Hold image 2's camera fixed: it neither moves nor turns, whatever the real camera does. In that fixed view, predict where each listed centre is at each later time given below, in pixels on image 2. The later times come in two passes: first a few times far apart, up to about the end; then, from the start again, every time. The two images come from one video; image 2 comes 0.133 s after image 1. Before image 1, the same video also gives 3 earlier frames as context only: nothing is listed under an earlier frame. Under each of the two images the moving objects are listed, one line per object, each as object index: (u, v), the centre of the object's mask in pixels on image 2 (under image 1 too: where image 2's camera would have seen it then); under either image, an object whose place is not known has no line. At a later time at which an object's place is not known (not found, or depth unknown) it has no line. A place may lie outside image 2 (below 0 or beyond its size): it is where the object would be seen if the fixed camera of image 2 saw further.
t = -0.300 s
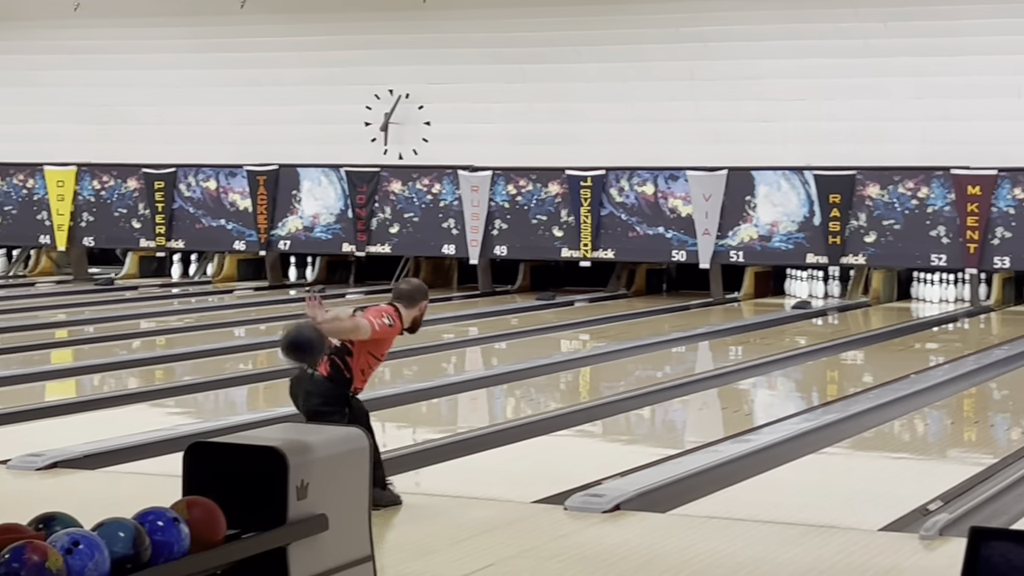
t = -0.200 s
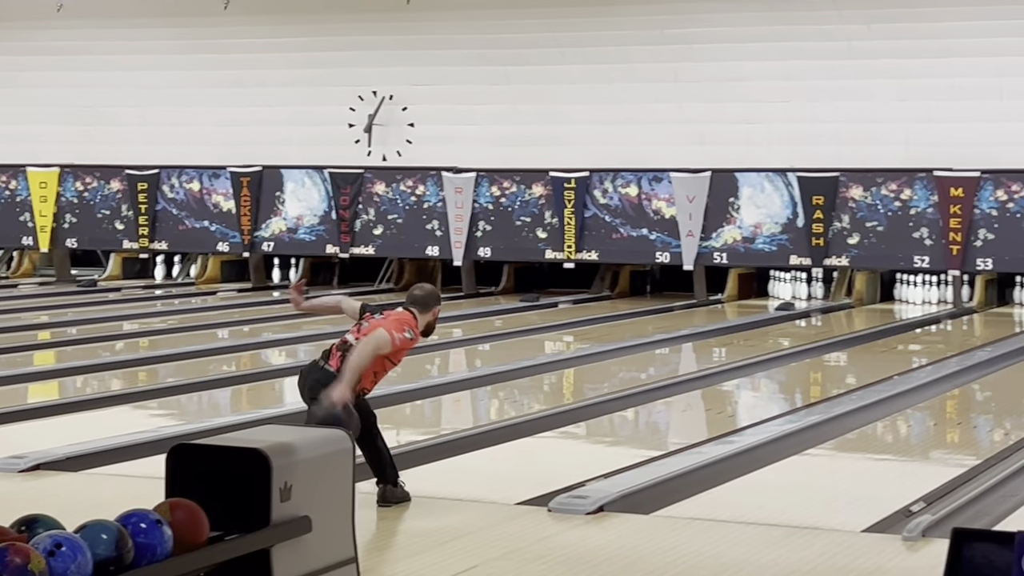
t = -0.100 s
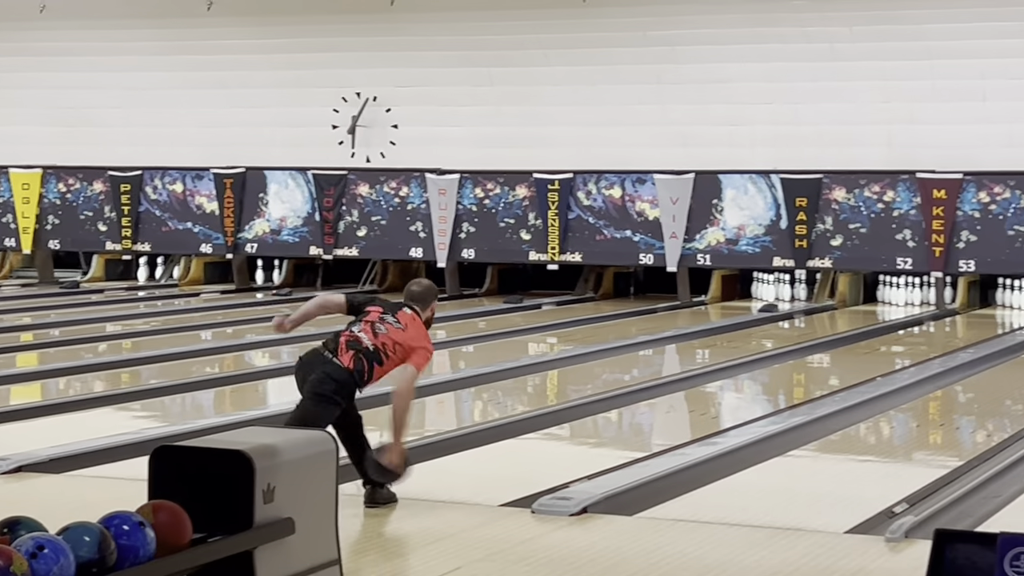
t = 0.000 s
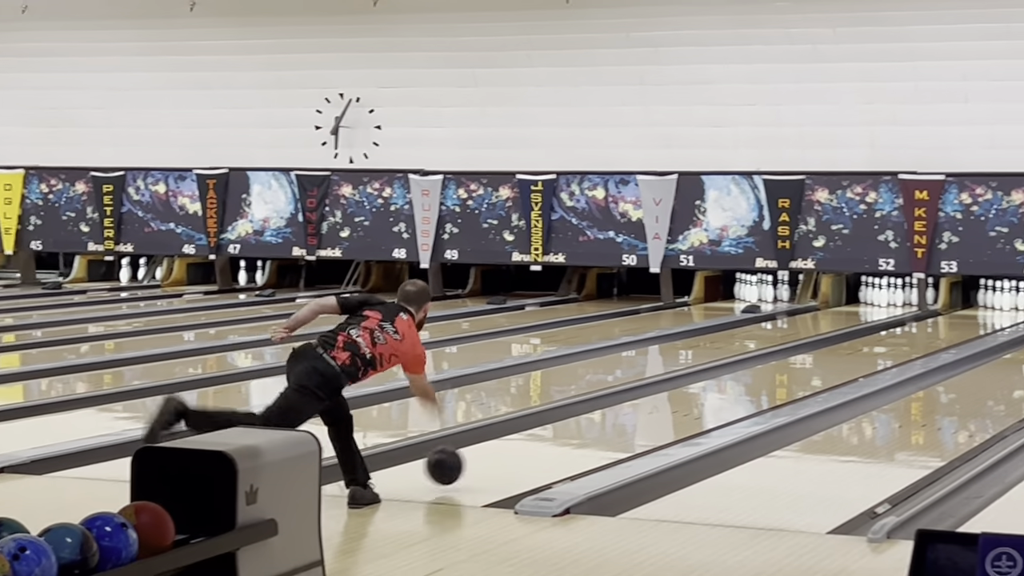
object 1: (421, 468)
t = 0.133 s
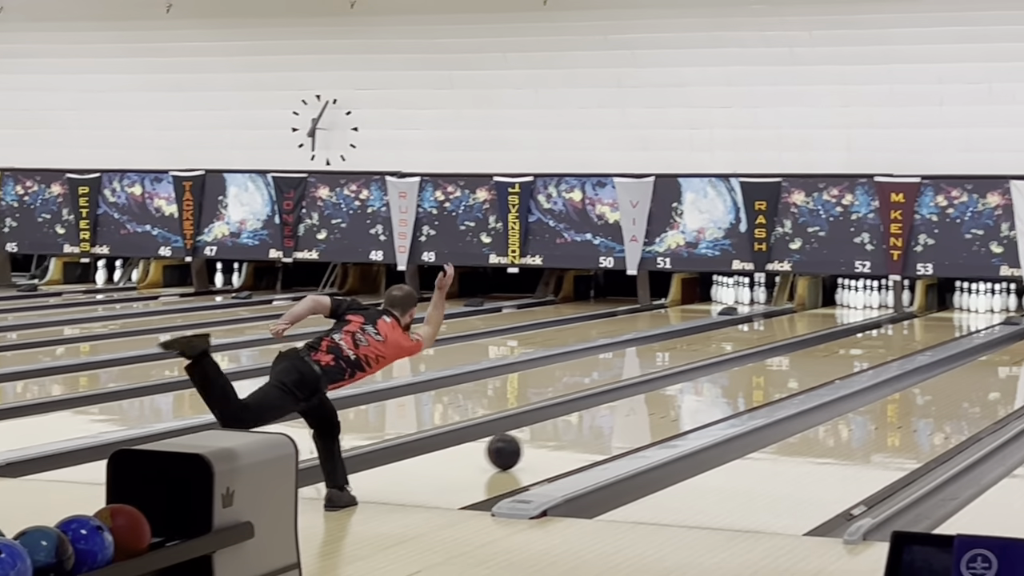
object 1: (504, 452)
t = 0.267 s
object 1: (574, 433)
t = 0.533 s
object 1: (686, 403)
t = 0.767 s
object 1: (763, 382)
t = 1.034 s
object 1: (834, 363)
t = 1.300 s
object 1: (891, 347)
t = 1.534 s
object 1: (928, 335)
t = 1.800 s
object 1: (960, 324)
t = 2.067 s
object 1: (981, 314)
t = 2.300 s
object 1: (991, 307)
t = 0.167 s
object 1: (522, 446)
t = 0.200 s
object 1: (540, 442)
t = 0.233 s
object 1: (557, 437)
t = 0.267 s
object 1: (574, 433)
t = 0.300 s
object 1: (589, 429)
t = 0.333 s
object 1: (605, 425)
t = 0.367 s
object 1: (620, 421)
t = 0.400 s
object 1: (634, 417)
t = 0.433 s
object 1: (648, 413)
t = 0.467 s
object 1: (661, 410)
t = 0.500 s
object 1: (674, 406)
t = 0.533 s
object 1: (686, 403)
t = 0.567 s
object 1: (698, 399)
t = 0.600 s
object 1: (710, 396)
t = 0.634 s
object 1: (721, 393)
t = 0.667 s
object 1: (732, 390)
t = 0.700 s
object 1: (743, 387)
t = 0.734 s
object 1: (753, 385)
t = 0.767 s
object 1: (763, 382)
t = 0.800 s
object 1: (773, 379)
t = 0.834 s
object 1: (782, 377)
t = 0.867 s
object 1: (792, 374)
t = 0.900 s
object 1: (800, 372)
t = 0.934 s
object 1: (809, 369)
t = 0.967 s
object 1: (818, 367)
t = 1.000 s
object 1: (826, 365)
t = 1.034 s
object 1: (834, 363)
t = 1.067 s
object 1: (842, 361)
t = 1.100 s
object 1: (849, 359)
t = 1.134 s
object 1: (857, 356)
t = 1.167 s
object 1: (864, 355)
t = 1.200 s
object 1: (871, 353)
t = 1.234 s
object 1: (878, 351)
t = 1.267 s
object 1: (884, 349)
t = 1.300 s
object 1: (891, 347)
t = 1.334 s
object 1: (896, 345)
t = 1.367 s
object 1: (902, 343)
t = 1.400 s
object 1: (908, 342)
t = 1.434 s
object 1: (913, 340)
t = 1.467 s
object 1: (919, 338)
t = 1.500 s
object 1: (924, 337)
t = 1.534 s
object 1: (928, 335)
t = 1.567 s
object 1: (933, 334)
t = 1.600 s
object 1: (937, 332)
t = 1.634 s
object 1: (942, 331)
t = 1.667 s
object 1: (946, 329)
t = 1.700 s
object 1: (949, 328)
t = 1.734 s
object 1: (953, 327)
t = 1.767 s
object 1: (956, 325)
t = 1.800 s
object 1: (960, 324)
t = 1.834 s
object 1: (963, 322)
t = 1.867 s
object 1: (966, 321)
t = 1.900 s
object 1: (969, 320)
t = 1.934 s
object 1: (972, 319)
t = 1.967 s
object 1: (974, 318)
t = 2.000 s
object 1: (976, 316)
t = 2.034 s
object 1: (979, 315)
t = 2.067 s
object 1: (981, 314)
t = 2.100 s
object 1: (983, 313)
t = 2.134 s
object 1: (985, 312)
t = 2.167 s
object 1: (987, 310)
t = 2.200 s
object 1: (988, 309)
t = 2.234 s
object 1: (989, 308)
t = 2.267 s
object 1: (990, 308)
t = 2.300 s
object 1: (991, 307)
